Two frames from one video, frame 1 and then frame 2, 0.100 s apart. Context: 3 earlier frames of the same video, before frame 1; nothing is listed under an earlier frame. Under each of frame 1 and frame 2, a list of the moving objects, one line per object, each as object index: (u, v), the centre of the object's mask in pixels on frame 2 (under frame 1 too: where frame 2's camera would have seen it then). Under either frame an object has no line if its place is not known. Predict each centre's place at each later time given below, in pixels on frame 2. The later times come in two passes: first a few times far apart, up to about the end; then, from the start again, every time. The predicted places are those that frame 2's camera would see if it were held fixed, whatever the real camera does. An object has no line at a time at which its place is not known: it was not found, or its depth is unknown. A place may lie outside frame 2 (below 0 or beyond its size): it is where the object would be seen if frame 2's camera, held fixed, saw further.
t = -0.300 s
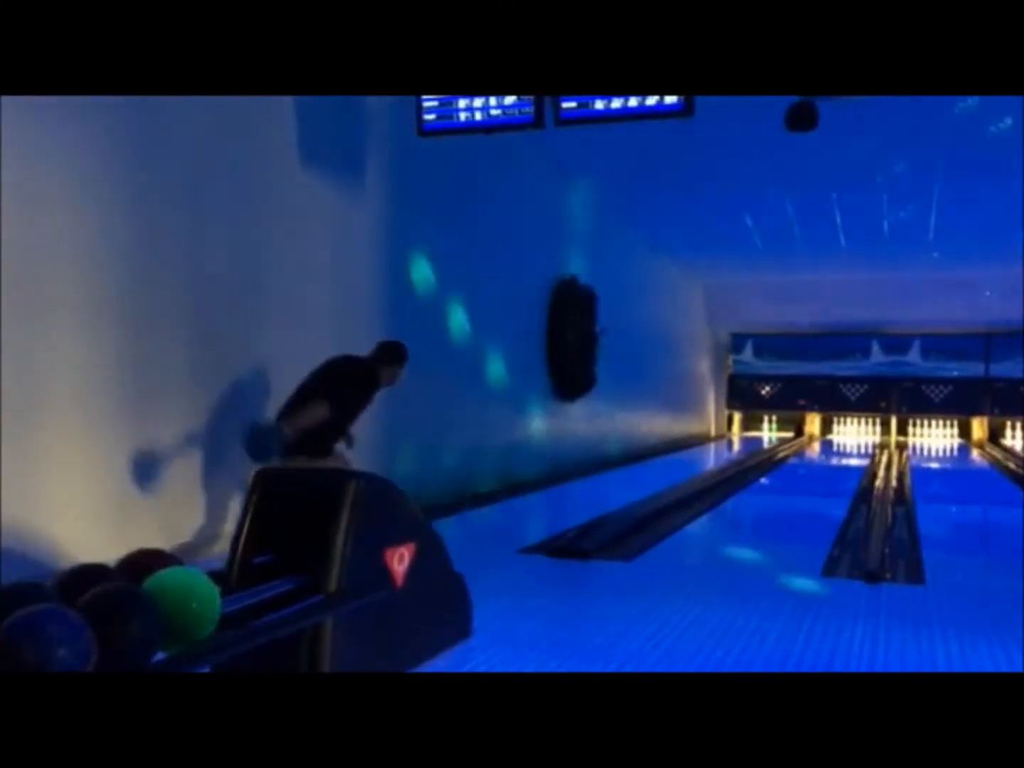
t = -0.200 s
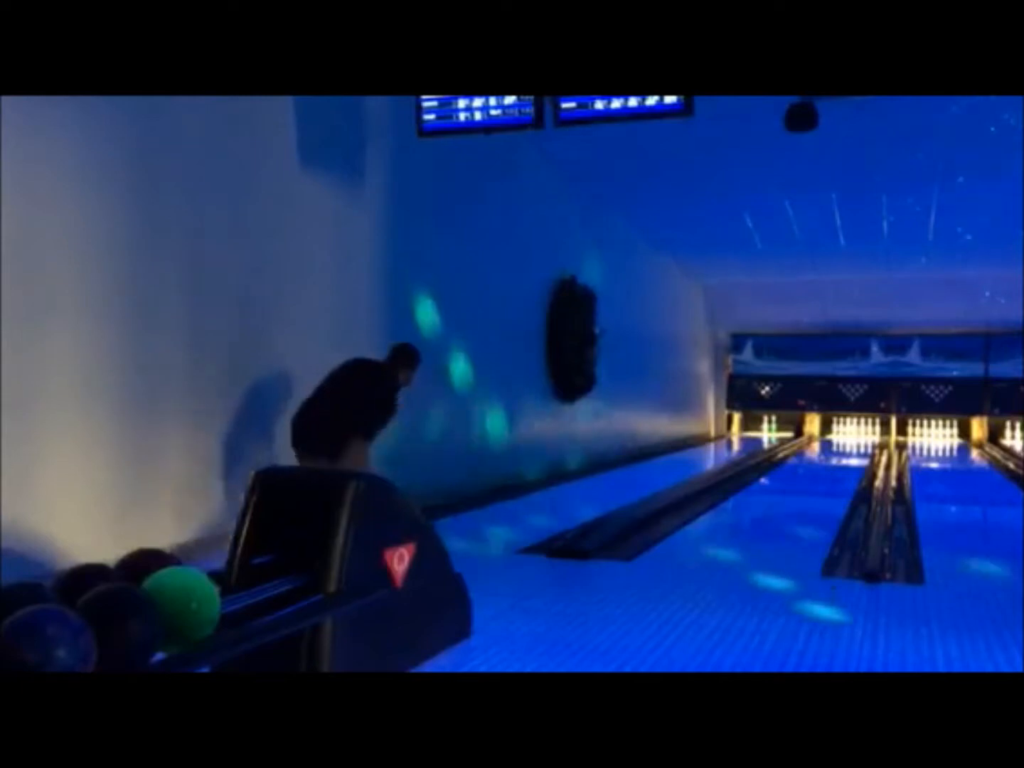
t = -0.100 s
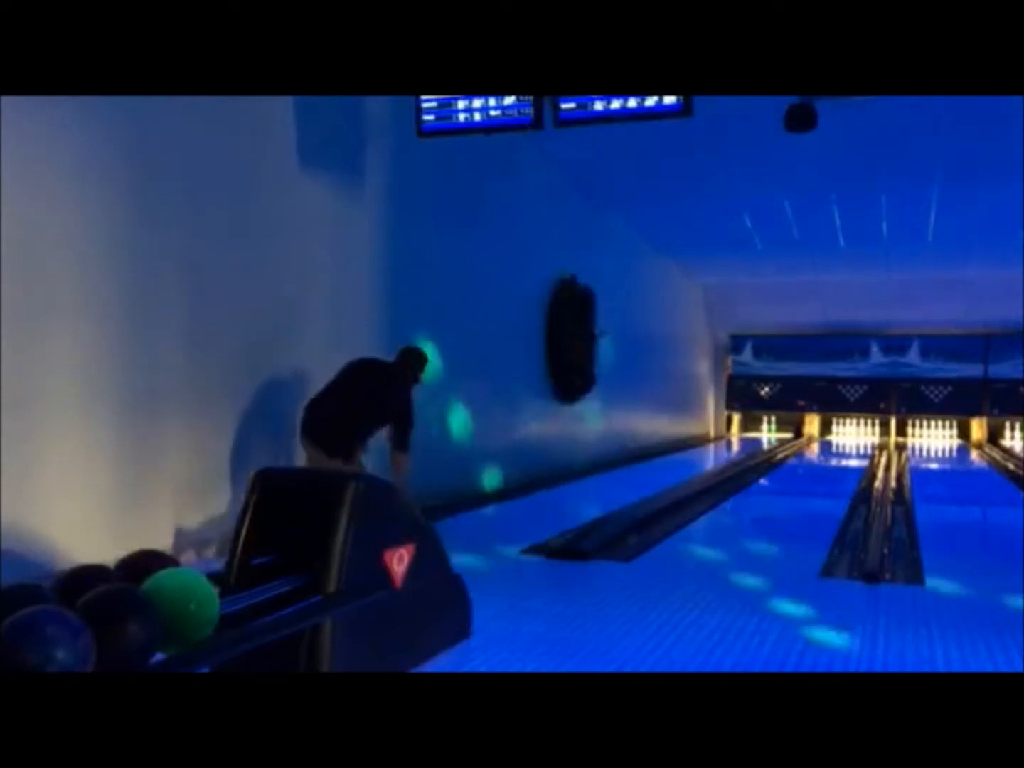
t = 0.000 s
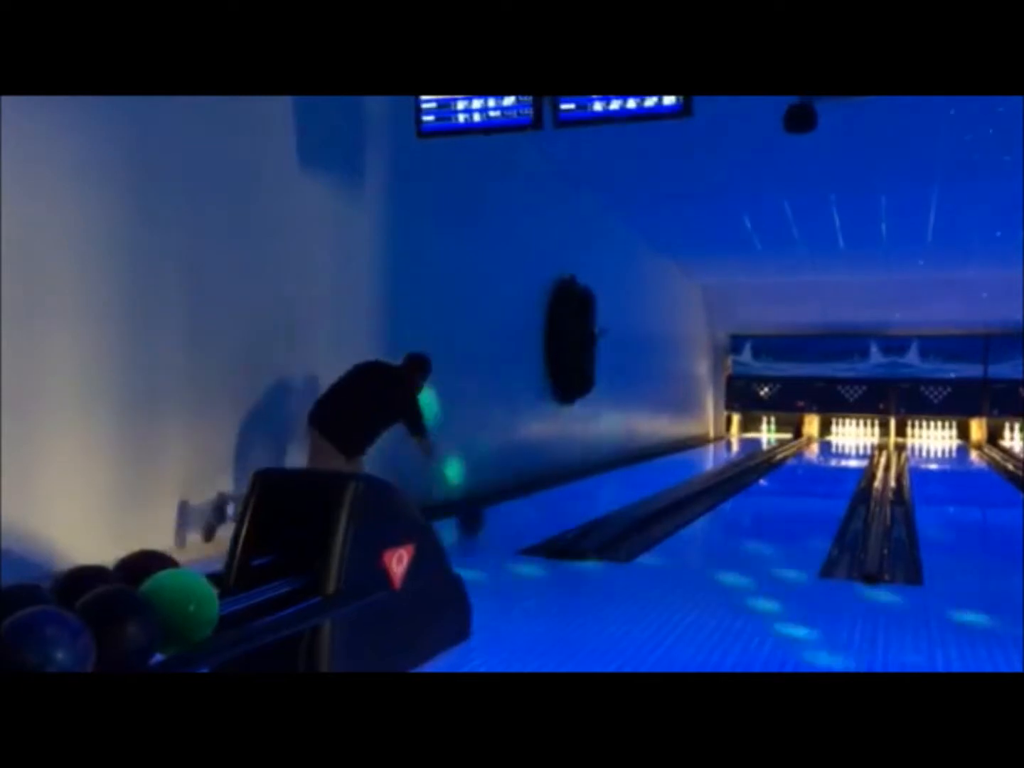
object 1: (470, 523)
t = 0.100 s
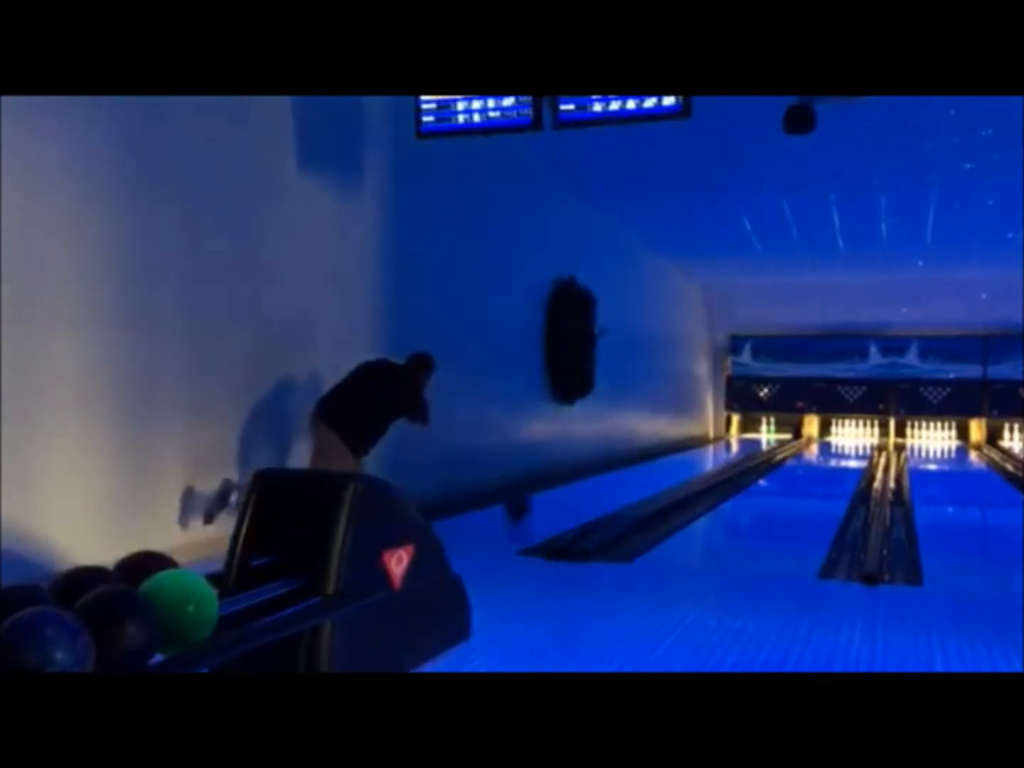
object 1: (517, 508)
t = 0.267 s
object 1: (579, 489)
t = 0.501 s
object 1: (638, 471)
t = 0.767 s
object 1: (684, 458)
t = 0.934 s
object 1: (707, 452)
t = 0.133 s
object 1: (531, 505)
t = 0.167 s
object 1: (544, 501)
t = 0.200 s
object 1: (556, 497)
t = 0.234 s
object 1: (568, 492)
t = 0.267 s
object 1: (579, 489)
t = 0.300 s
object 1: (589, 487)
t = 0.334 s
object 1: (598, 485)
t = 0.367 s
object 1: (607, 481)
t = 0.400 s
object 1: (616, 478)
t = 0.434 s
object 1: (623, 476)
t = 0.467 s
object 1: (631, 473)
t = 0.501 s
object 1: (638, 471)
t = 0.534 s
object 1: (644, 470)
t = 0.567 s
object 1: (652, 468)
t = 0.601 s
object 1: (657, 466)
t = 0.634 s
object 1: (663, 464)
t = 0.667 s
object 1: (669, 463)
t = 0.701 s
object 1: (674, 461)
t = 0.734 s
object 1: (679, 460)
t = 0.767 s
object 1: (684, 458)
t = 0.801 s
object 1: (689, 457)
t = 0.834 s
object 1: (694, 456)
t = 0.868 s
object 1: (698, 455)
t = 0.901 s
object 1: (703, 454)
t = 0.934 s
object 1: (707, 452)
